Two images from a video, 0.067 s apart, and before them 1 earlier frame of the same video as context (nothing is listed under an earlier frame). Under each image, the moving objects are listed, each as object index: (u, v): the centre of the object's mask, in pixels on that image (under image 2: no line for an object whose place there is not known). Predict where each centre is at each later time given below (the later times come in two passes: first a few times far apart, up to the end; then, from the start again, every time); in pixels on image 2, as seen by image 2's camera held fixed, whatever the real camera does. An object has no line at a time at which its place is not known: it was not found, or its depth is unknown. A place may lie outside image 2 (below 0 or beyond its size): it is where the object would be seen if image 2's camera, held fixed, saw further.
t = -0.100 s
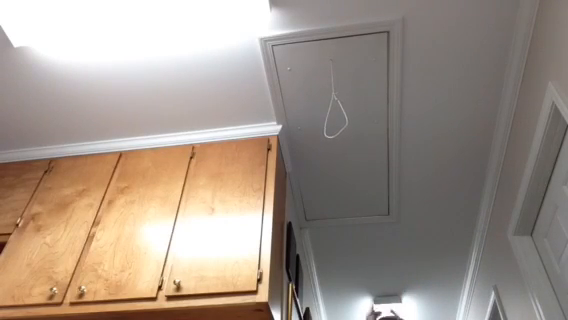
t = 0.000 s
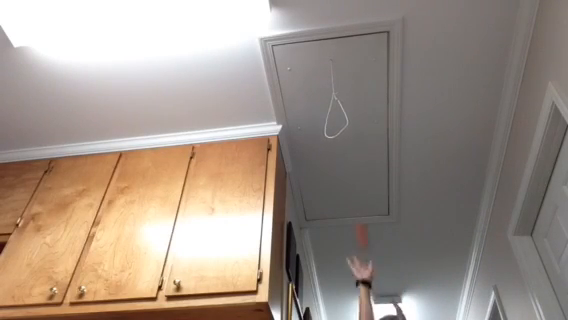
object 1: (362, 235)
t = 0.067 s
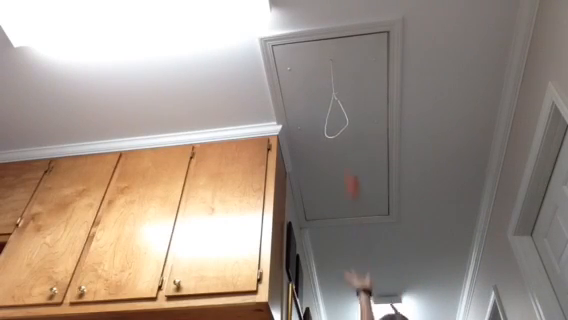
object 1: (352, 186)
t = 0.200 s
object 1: (334, 102)
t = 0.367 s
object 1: (308, 16)
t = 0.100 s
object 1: (348, 163)
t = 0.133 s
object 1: (343, 142)
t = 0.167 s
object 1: (338, 121)
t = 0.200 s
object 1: (334, 102)
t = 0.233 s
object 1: (329, 84)
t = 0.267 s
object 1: (324, 67)
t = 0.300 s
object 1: (319, 51)
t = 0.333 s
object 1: (313, 32)
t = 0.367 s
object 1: (308, 16)
